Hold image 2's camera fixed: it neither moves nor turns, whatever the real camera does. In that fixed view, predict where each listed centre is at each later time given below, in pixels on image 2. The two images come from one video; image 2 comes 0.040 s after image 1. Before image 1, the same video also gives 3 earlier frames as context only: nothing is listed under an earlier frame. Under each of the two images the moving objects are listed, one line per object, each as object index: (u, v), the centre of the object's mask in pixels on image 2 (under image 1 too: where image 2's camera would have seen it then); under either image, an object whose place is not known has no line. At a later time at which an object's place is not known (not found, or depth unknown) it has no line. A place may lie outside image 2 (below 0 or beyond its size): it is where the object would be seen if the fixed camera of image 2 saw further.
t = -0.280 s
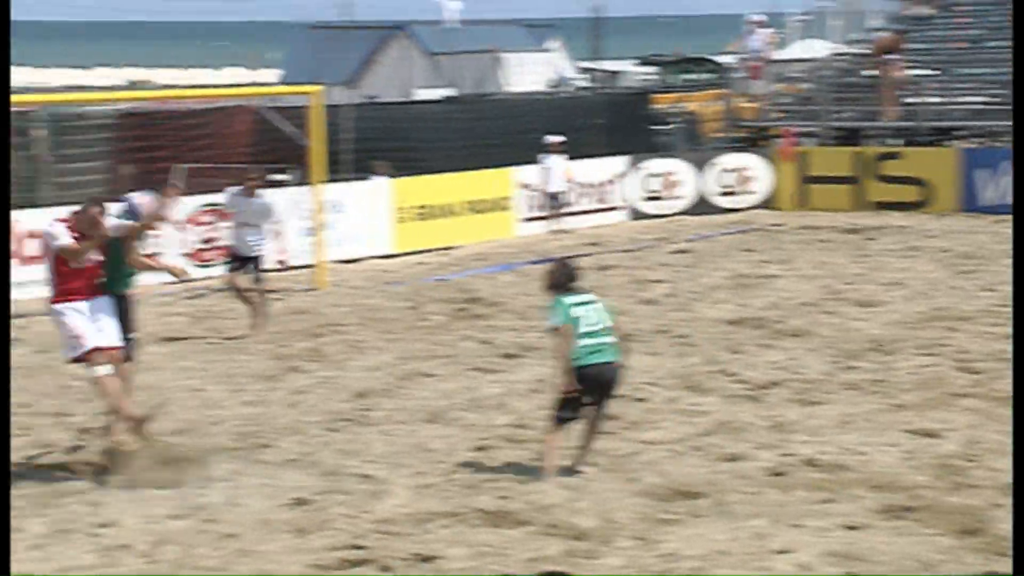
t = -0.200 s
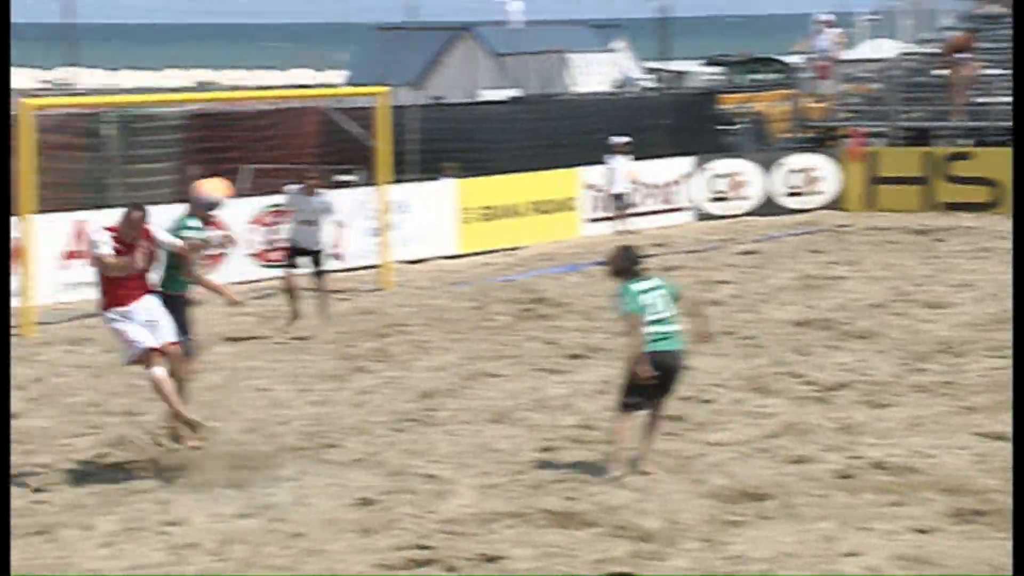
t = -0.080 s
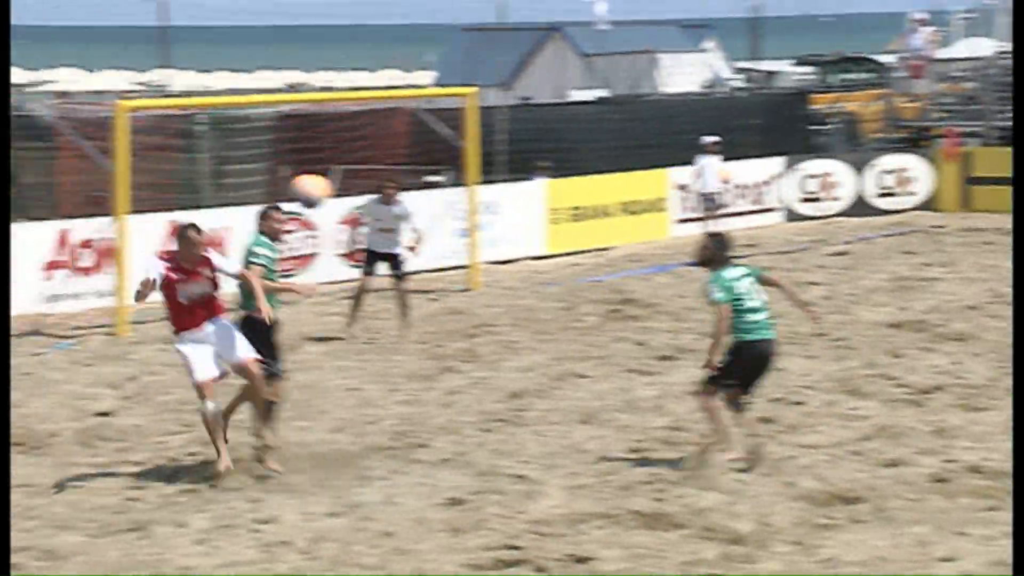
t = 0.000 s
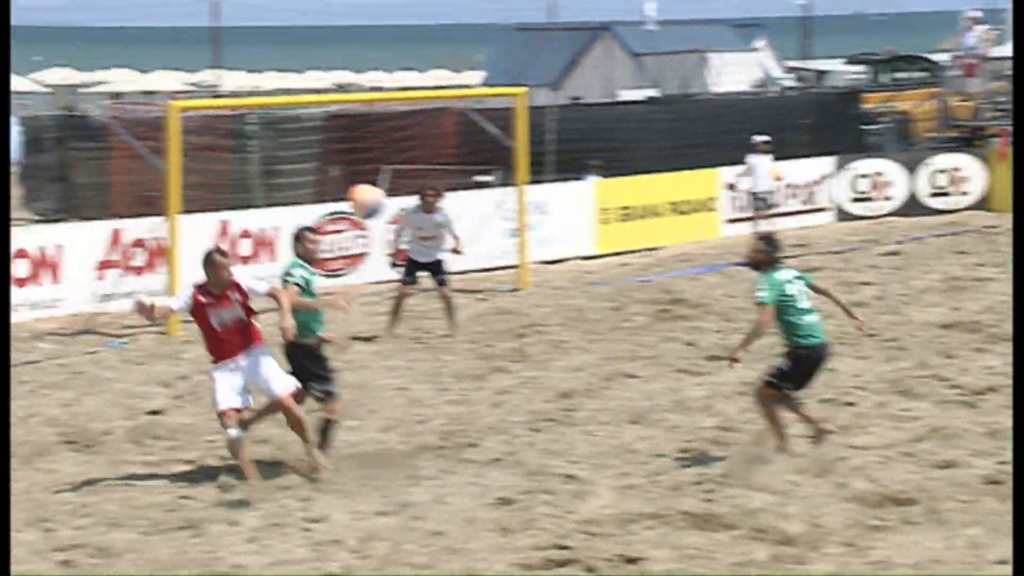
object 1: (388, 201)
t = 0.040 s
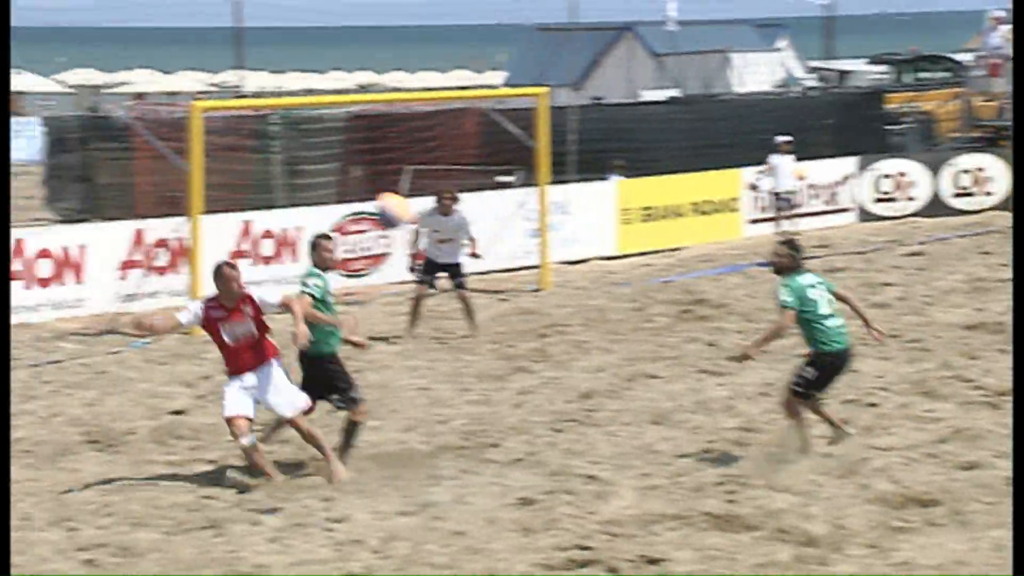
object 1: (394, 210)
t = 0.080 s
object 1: (399, 223)
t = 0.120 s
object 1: (401, 237)
